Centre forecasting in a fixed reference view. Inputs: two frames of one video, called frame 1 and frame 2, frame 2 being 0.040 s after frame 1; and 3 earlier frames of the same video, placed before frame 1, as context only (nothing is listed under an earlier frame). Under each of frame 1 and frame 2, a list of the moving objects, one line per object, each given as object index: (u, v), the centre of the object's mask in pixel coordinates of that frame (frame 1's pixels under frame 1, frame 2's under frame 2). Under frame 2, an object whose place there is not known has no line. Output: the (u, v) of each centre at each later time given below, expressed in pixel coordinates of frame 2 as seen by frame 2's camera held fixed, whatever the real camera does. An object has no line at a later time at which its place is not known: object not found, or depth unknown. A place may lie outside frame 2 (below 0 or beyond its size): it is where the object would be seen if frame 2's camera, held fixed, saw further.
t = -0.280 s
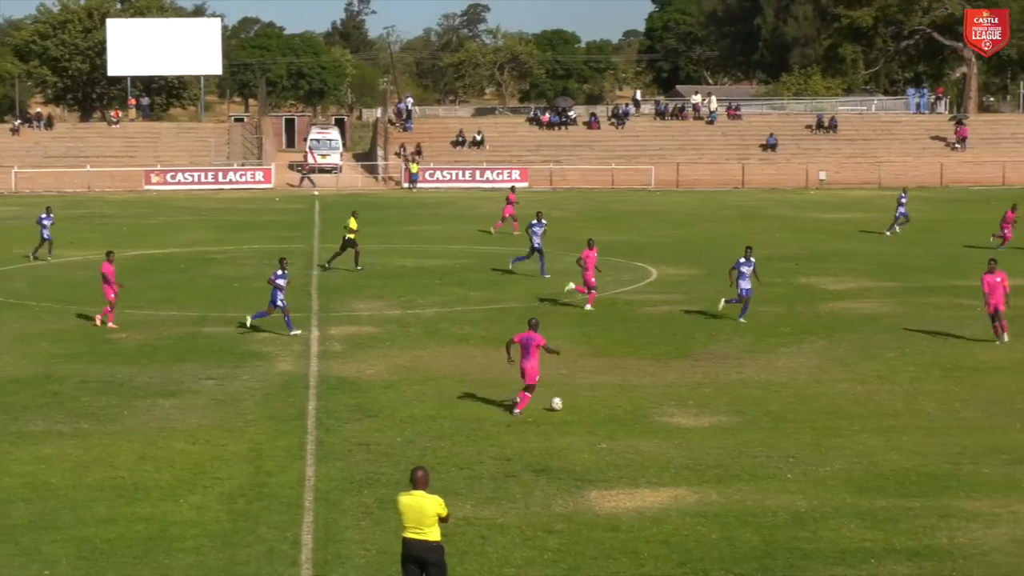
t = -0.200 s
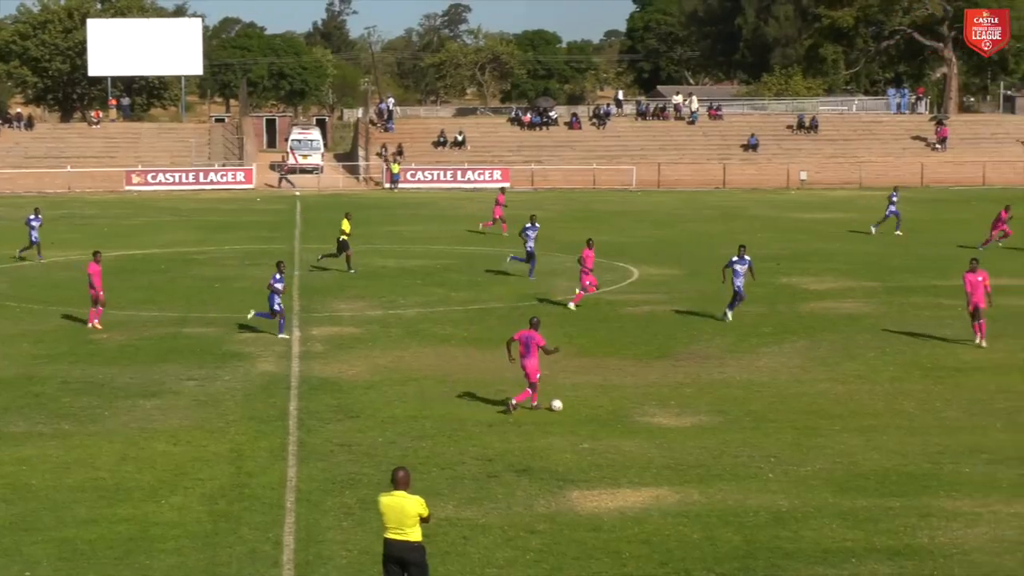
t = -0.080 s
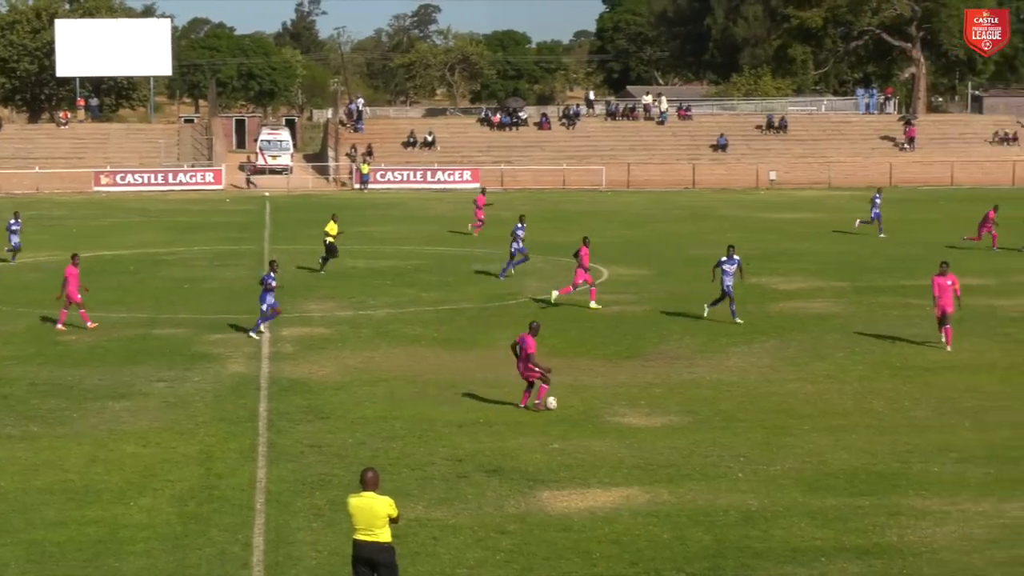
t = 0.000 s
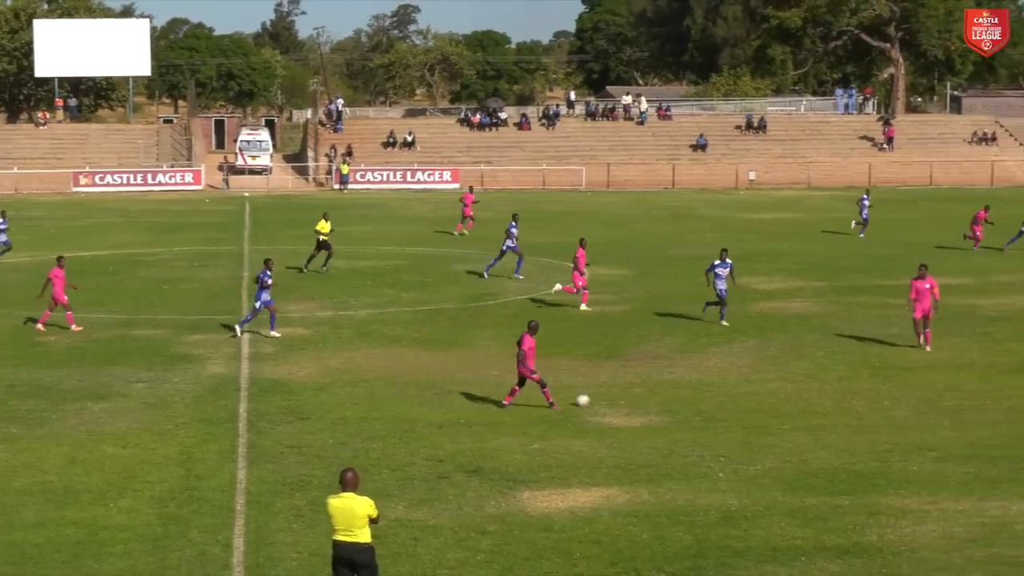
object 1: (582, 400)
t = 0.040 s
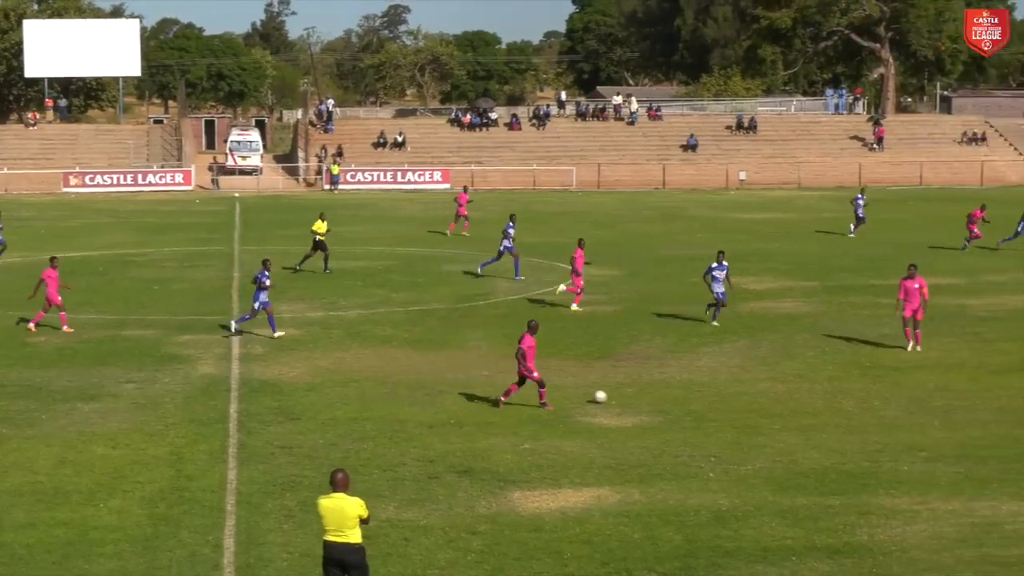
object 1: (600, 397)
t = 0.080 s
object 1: (625, 394)
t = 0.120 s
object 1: (650, 392)
